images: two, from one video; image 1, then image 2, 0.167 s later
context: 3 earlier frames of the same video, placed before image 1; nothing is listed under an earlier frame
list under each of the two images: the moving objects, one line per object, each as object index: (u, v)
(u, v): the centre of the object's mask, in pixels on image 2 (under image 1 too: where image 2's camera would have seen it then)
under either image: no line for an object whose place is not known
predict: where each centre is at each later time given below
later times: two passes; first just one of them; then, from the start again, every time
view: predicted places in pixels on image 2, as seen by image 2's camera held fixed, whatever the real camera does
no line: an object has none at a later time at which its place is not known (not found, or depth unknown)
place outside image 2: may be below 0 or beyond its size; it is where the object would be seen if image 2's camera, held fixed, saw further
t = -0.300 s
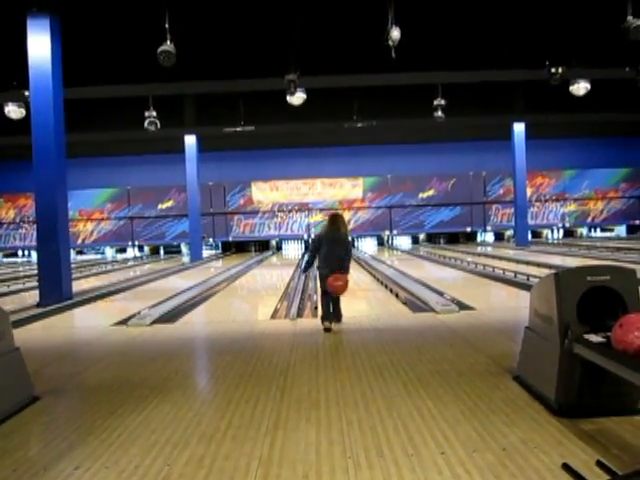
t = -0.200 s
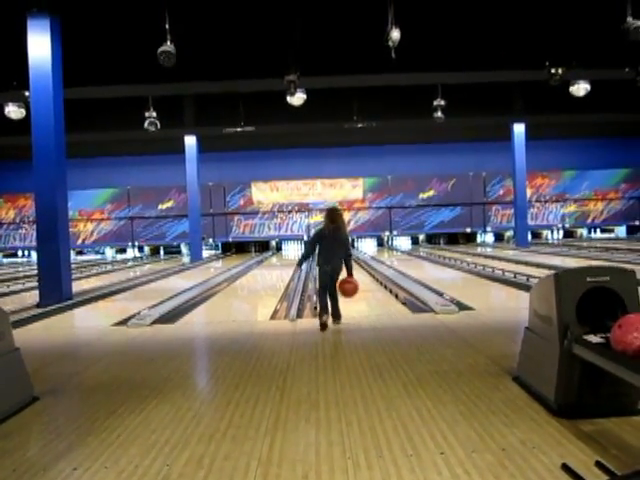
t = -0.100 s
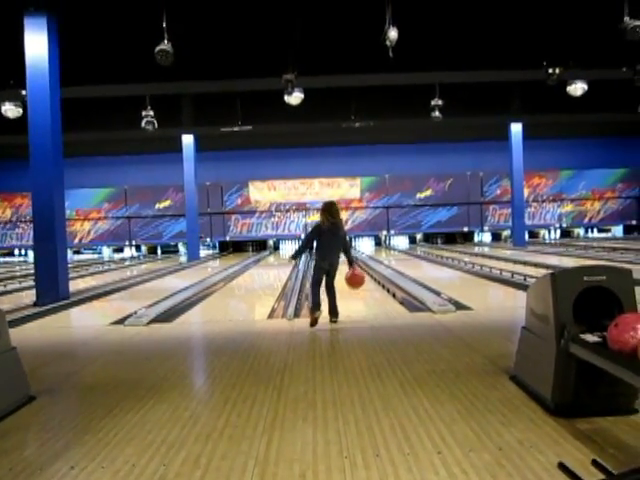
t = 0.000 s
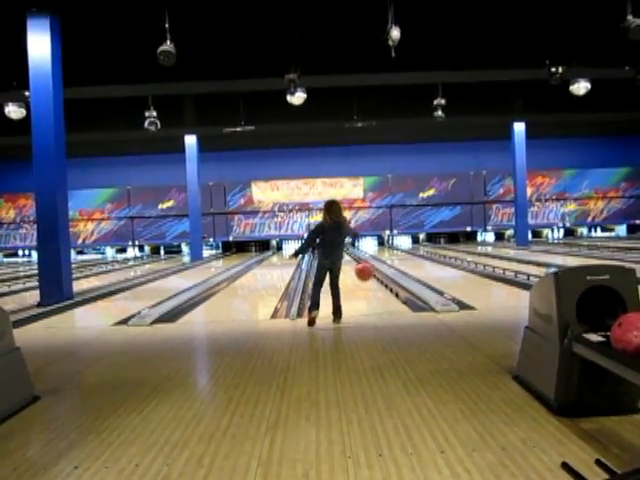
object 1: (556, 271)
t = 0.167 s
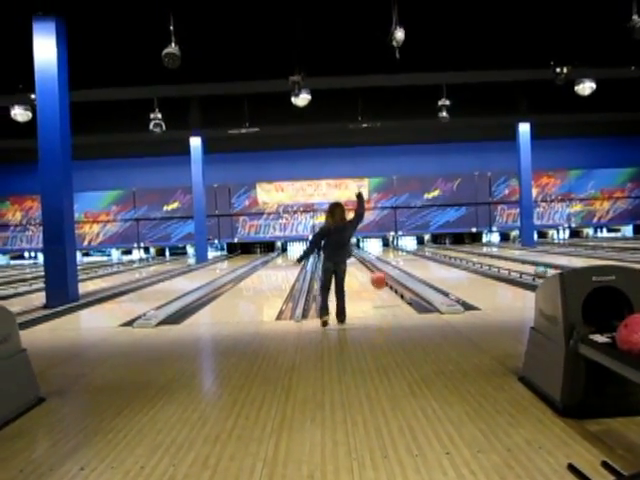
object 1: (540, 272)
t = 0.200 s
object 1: (537, 271)
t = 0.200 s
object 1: (537, 271)
